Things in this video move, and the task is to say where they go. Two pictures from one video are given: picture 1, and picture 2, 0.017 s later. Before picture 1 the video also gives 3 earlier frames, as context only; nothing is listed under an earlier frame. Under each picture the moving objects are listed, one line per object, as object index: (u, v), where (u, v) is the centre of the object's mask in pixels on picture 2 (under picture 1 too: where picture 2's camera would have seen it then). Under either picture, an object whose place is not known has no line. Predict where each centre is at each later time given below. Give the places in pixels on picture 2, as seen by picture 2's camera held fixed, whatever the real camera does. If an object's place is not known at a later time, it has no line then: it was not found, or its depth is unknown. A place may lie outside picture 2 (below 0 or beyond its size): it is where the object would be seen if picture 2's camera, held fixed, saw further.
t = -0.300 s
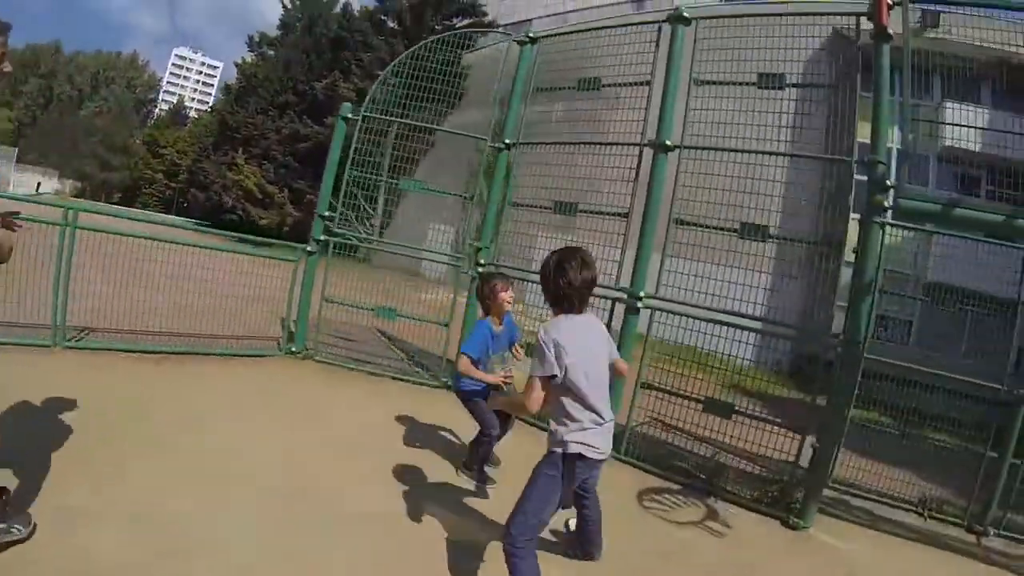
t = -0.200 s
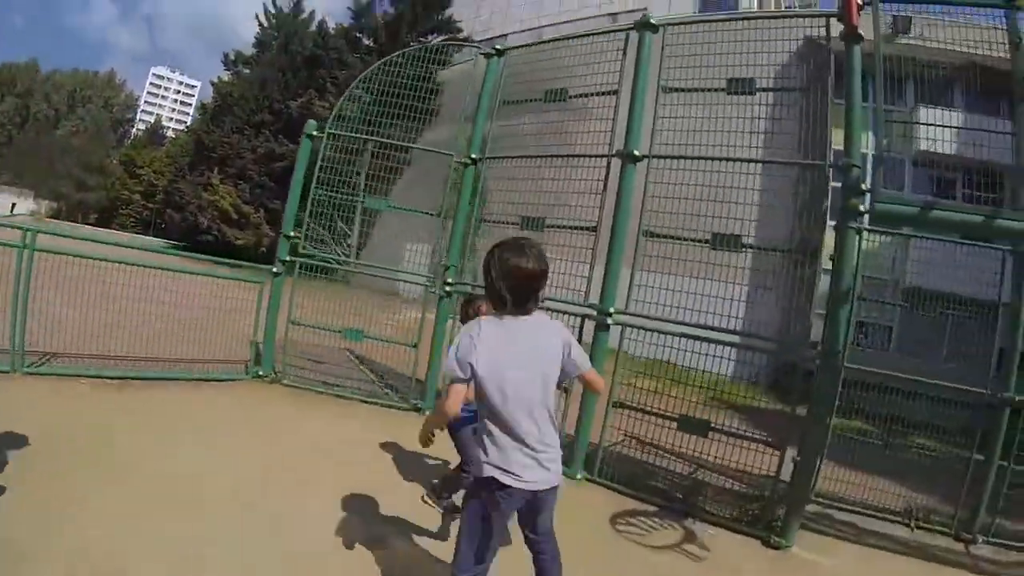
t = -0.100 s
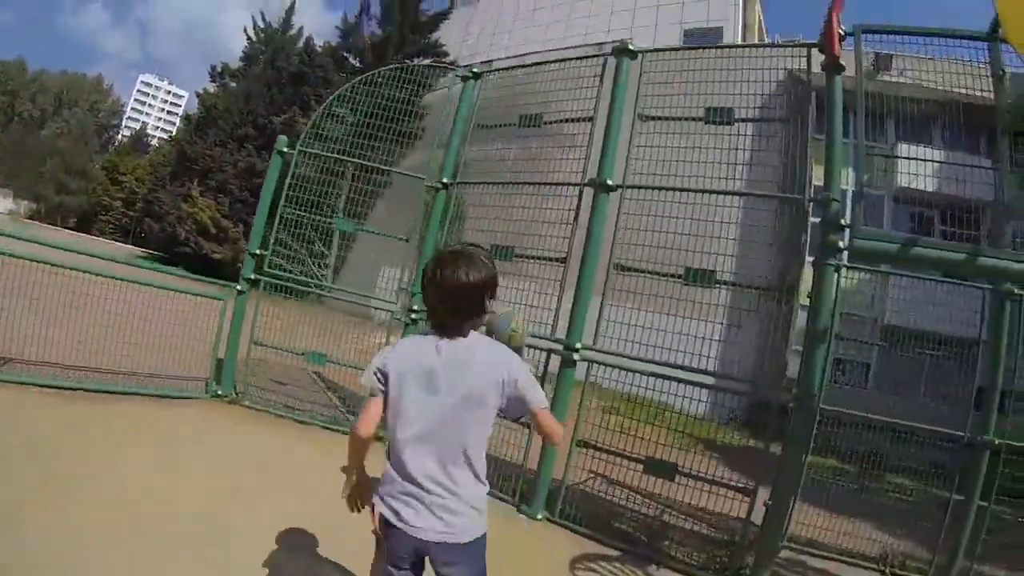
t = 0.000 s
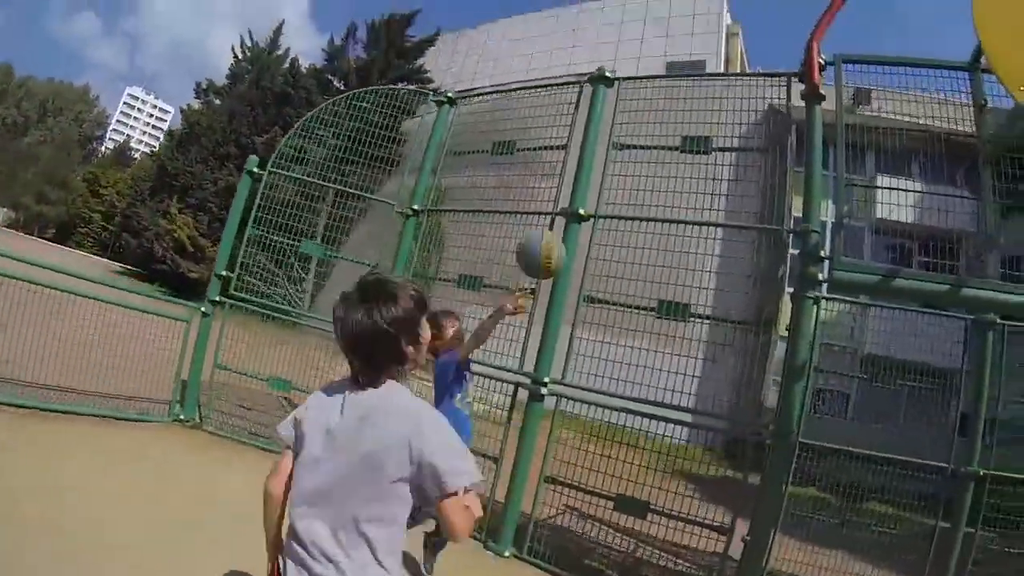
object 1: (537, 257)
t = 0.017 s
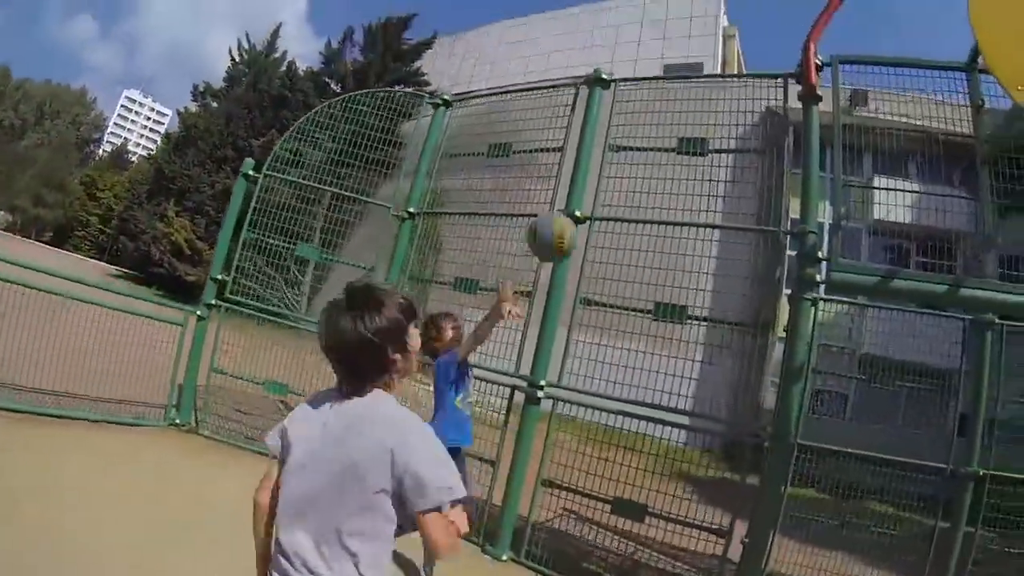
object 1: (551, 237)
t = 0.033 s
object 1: (567, 218)
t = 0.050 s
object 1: (579, 200)
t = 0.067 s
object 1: (597, 184)
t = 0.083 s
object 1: (609, 163)
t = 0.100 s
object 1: (624, 147)
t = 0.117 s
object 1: (638, 132)
